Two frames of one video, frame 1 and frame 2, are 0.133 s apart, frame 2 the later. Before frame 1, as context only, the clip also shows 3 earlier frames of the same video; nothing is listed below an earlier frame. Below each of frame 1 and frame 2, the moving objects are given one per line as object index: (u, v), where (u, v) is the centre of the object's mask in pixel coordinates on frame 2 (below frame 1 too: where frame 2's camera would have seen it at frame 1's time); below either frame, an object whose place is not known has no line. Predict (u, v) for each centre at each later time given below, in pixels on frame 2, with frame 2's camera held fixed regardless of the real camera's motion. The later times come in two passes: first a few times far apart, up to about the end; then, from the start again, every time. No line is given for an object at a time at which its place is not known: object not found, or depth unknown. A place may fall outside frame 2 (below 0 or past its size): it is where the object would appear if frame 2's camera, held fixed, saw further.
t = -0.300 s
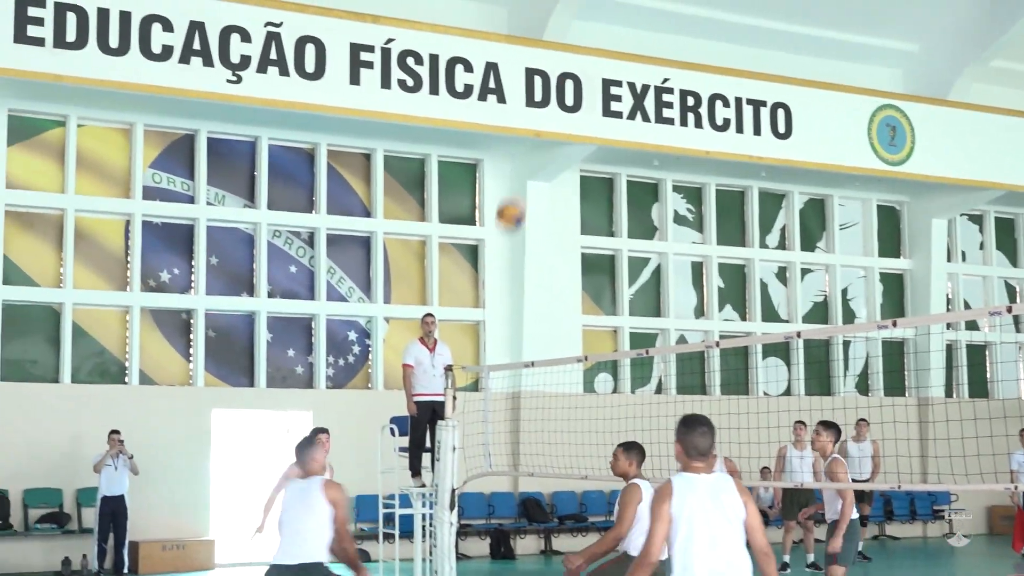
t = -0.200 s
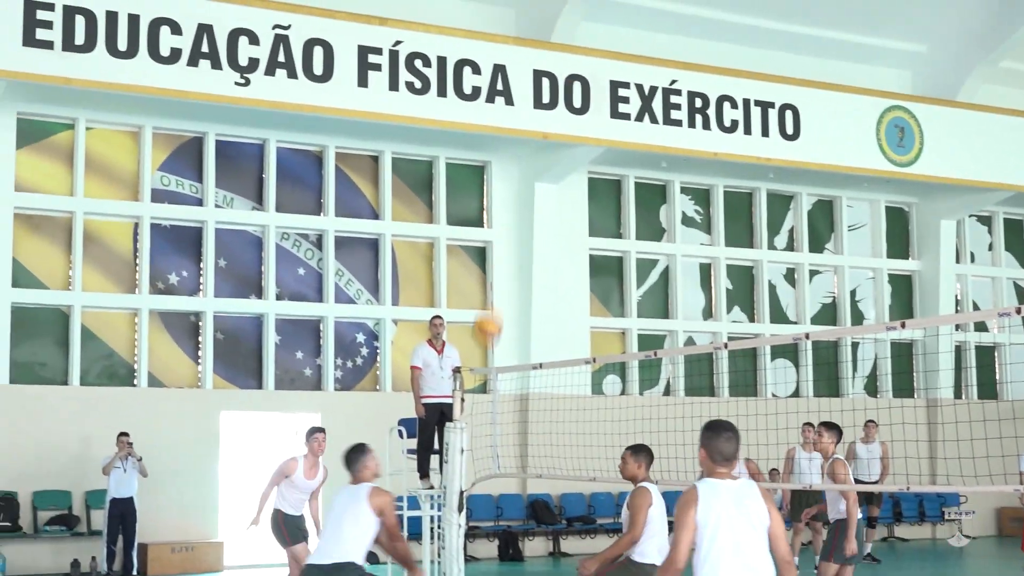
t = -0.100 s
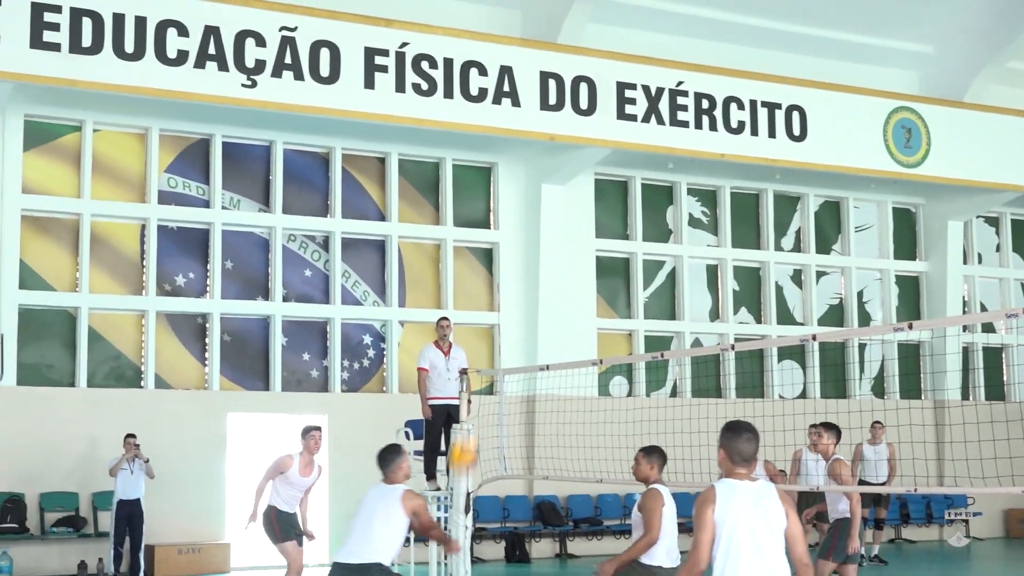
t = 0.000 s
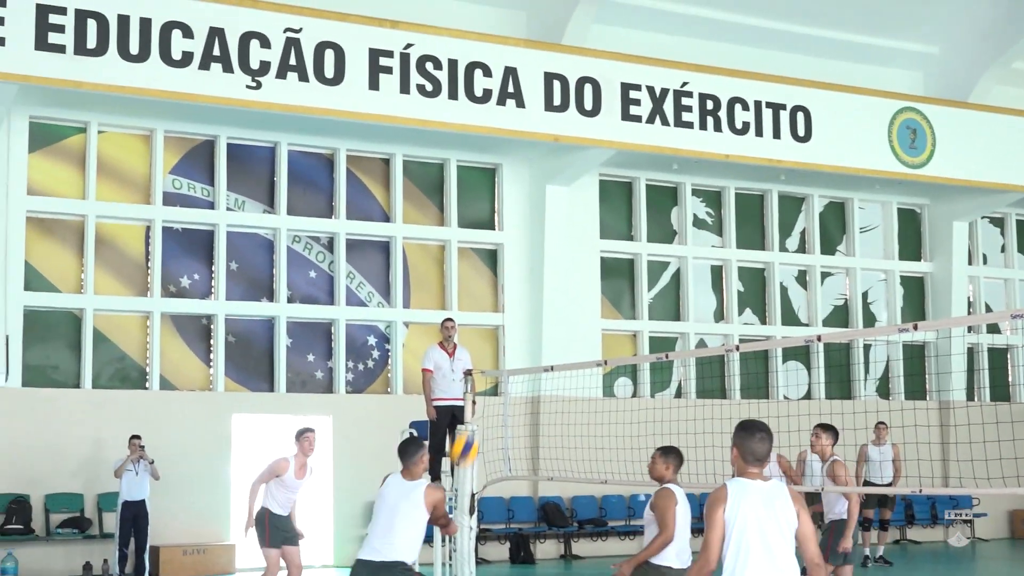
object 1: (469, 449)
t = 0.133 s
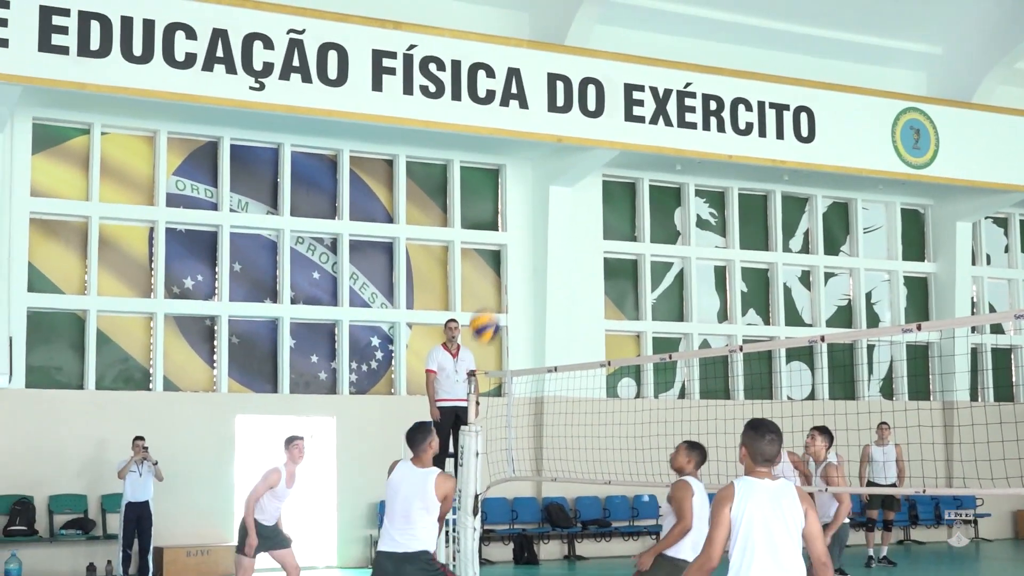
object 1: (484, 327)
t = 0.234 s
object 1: (497, 252)
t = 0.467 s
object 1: (530, 133)
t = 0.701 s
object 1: (561, 90)
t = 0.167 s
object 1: (489, 299)
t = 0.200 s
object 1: (493, 274)
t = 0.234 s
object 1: (497, 252)
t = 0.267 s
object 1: (502, 228)
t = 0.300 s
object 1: (506, 208)
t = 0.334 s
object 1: (510, 190)
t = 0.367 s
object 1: (515, 173)
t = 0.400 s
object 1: (520, 158)
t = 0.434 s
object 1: (525, 145)
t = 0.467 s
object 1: (530, 133)
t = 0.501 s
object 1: (534, 123)
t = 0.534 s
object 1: (538, 113)
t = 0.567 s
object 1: (543, 105)
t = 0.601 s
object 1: (548, 100)
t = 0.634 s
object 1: (553, 95)
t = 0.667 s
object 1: (557, 91)
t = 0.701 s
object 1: (561, 90)
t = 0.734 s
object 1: (565, 91)
